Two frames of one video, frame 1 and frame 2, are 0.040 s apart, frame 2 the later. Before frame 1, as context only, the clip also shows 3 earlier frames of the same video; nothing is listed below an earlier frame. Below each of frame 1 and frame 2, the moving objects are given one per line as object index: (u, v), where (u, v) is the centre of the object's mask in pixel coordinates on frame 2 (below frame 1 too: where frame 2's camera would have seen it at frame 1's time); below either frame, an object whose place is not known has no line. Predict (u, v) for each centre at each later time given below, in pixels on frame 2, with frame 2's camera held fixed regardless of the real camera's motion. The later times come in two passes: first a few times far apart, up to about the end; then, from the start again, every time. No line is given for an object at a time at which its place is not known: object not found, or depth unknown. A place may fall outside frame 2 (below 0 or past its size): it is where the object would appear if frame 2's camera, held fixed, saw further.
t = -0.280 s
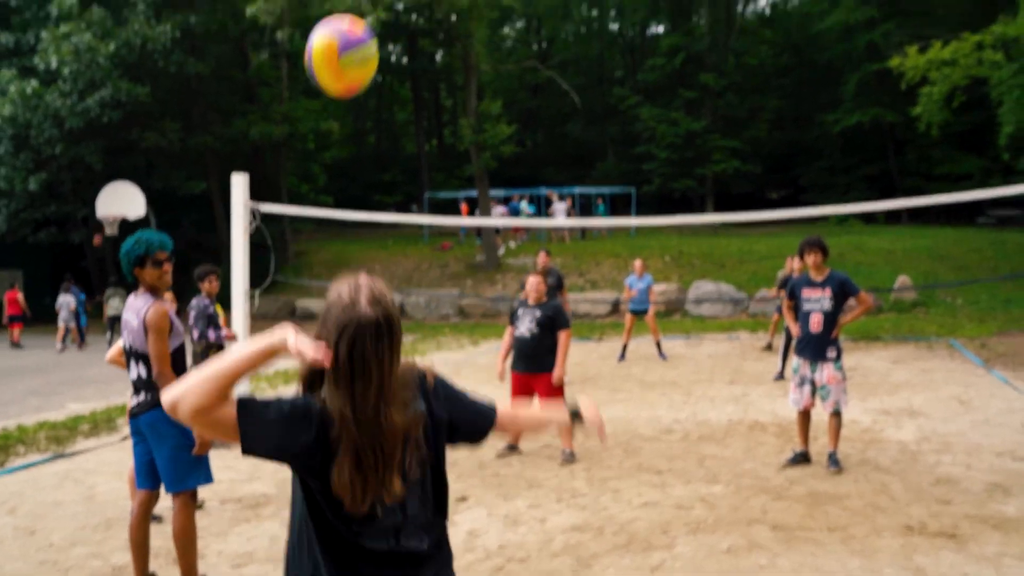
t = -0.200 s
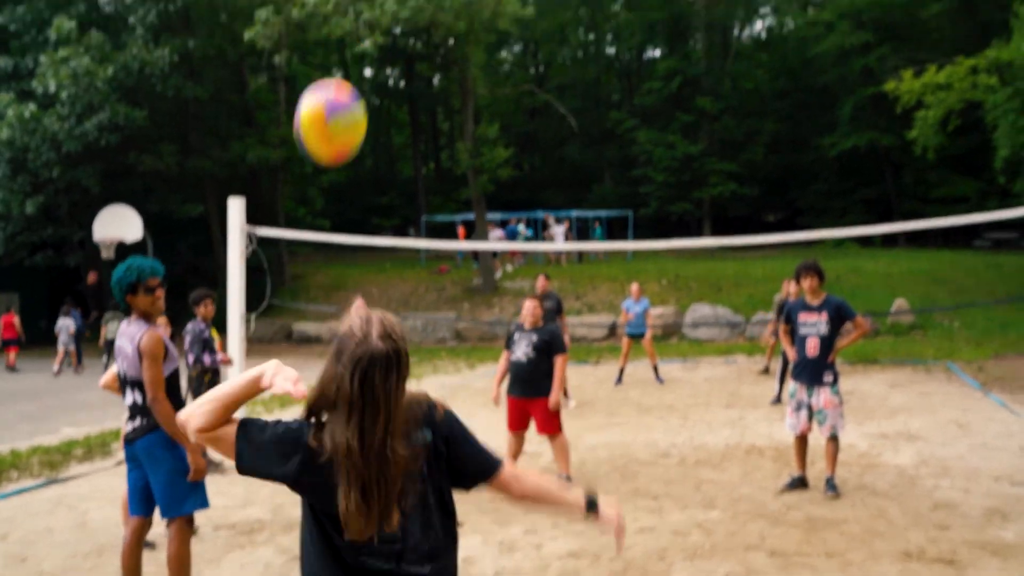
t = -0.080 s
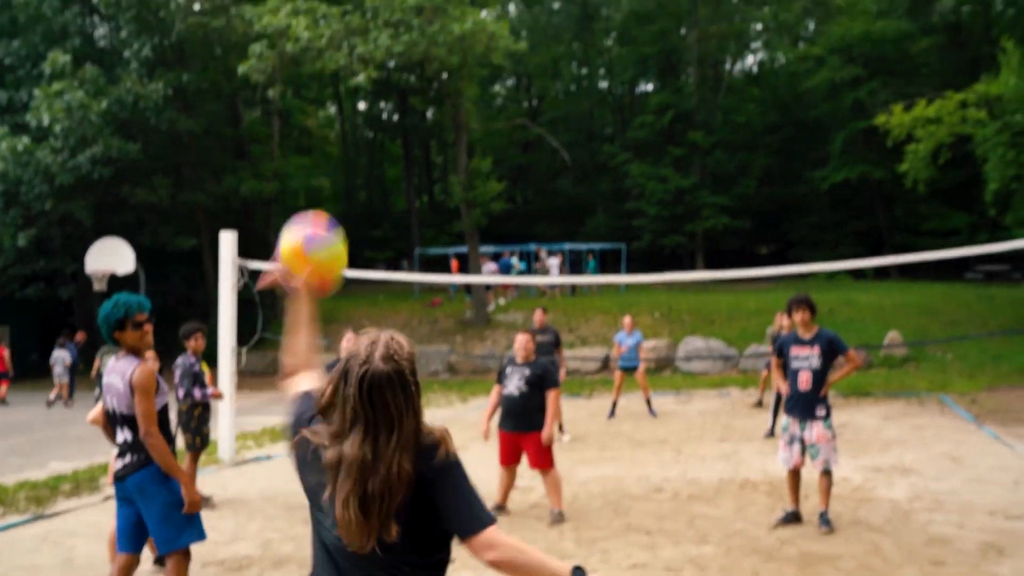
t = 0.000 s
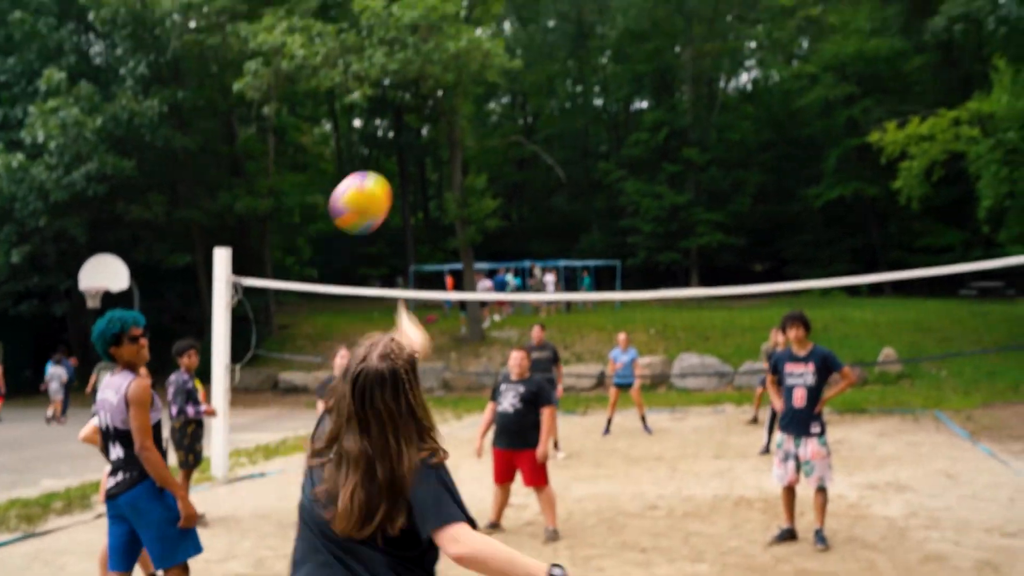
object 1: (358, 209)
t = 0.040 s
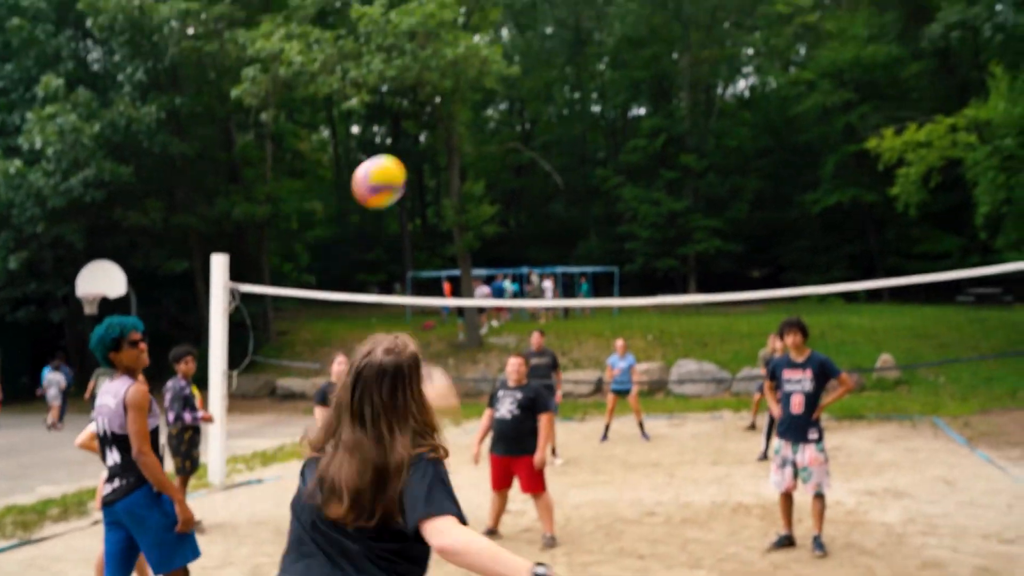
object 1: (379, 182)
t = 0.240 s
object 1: (439, 140)
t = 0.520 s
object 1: (473, 179)
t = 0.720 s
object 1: (485, 228)
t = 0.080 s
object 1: (396, 164)
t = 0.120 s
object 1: (410, 152)
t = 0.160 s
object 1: (422, 144)
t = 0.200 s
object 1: (431, 140)
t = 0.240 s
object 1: (439, 140)
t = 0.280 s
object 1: (446, 141)
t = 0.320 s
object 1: (452, 145)
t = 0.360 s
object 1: (458, 149)
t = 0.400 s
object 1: (462, 156)
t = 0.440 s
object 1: (466, 163)
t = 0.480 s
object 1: (469, 171)
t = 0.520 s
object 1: (473, 179)
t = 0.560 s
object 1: (476, 188)
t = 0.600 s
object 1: (479, 197)
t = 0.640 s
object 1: (482, 207)
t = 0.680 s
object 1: (484, 217)
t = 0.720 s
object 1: (485, 228)
